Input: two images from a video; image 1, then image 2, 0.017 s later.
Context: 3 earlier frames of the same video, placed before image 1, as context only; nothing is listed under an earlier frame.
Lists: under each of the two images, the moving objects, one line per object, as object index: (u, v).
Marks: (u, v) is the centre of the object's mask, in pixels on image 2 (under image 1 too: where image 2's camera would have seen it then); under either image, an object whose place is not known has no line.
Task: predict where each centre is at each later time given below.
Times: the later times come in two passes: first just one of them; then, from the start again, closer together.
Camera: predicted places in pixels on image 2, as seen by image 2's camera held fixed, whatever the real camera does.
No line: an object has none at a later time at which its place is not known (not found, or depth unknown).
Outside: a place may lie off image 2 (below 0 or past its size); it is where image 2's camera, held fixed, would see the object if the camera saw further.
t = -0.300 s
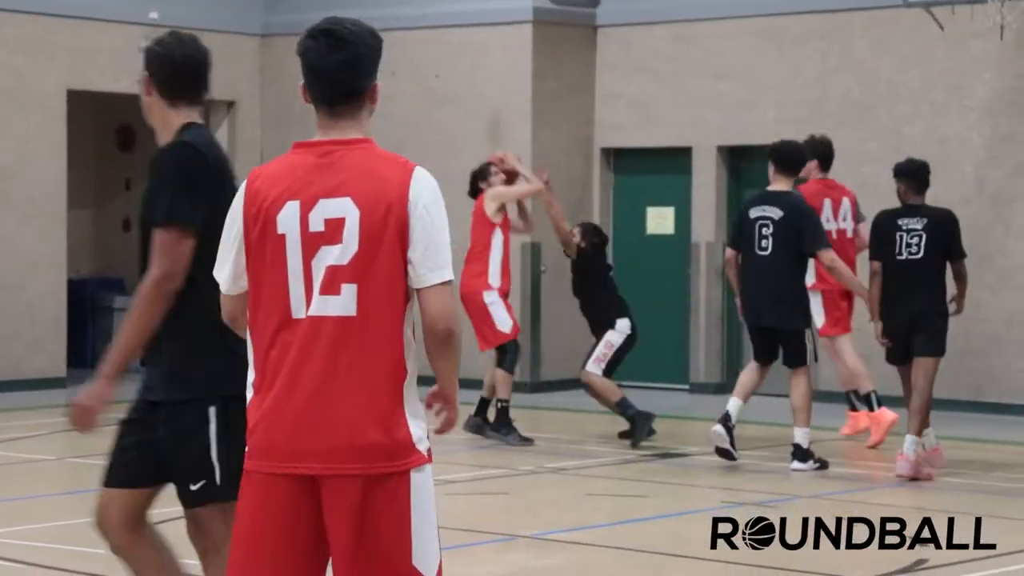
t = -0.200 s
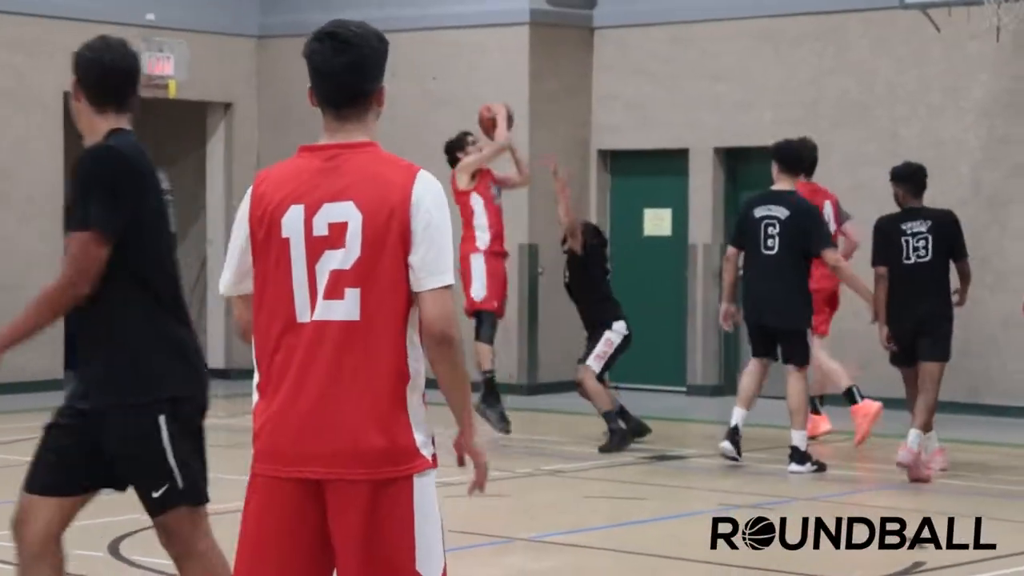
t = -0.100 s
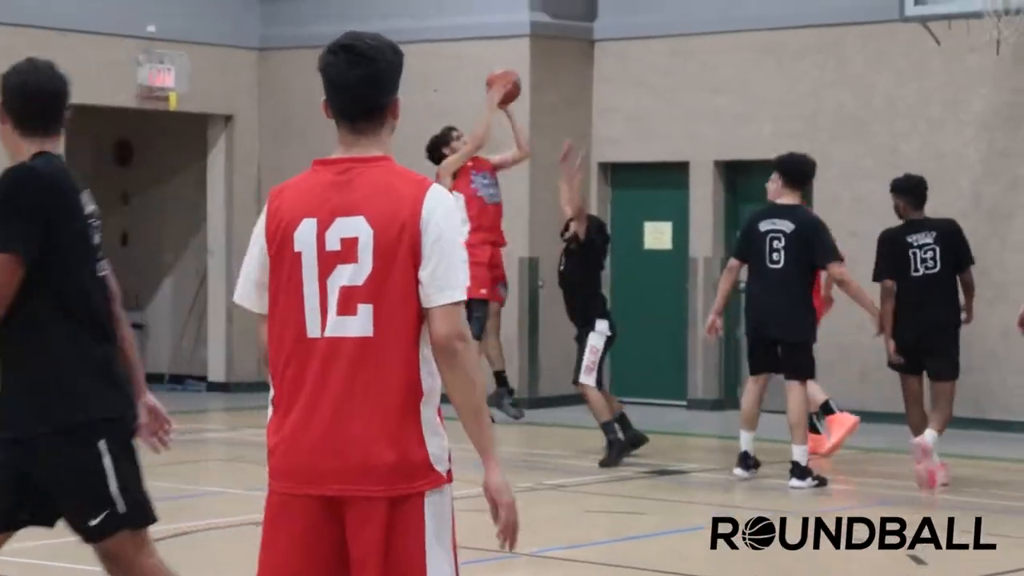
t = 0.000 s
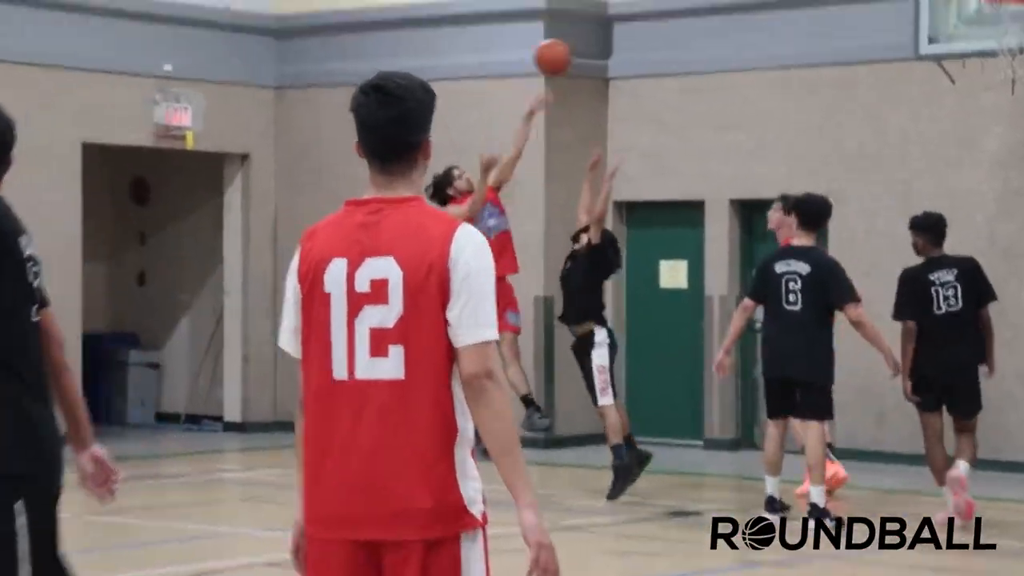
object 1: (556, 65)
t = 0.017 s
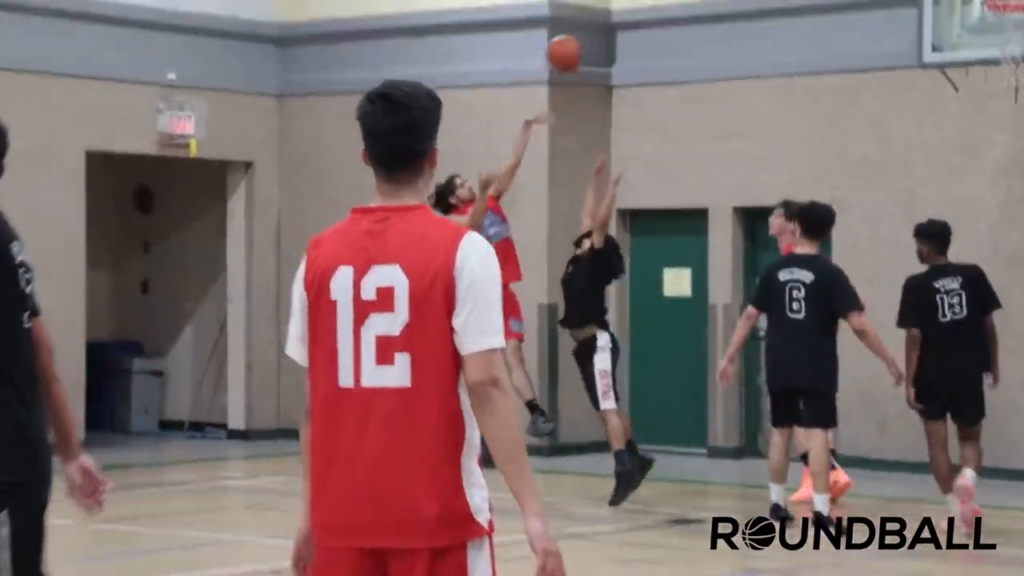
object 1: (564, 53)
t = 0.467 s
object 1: (811, -113)
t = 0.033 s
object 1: (572, 42)
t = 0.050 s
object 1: (581, 32)
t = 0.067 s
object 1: (589, 22)
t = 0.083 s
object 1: (599, 12)
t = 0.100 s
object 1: (607, 2)
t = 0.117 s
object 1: (616, -8)
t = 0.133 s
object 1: (626, -17)
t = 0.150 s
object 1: (634, -25)
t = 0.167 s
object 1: (644, -33)
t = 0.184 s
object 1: (652, -39)
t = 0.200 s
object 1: (661, -45)
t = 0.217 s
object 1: (670, -52)
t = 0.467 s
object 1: (811, -113)
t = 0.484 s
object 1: (821, -113)
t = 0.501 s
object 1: (831, -113)
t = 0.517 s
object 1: (841, -112)
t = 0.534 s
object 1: (850, -112)
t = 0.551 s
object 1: (859, -110)
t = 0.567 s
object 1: (869, -109)
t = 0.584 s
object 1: (879, -107)
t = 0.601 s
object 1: (889, -104)
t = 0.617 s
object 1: (899, -101)
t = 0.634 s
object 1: (909, -97)
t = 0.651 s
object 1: (919, -93)
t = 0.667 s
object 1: (929, -88)
